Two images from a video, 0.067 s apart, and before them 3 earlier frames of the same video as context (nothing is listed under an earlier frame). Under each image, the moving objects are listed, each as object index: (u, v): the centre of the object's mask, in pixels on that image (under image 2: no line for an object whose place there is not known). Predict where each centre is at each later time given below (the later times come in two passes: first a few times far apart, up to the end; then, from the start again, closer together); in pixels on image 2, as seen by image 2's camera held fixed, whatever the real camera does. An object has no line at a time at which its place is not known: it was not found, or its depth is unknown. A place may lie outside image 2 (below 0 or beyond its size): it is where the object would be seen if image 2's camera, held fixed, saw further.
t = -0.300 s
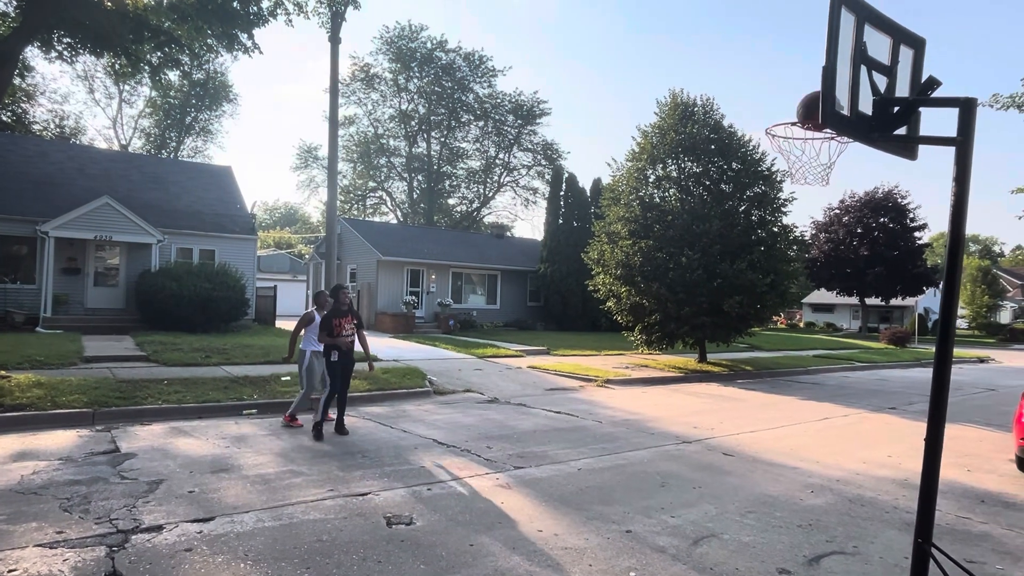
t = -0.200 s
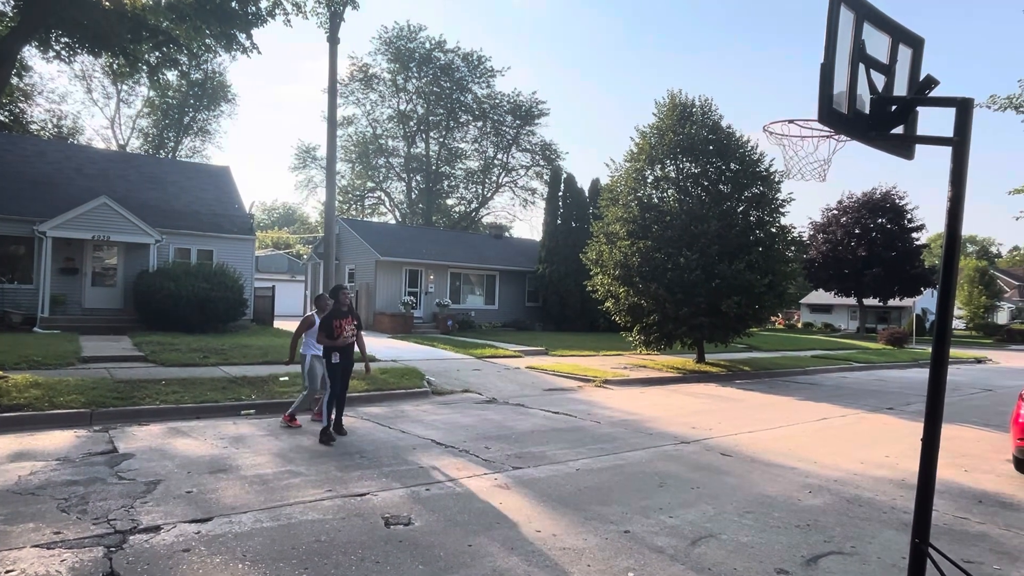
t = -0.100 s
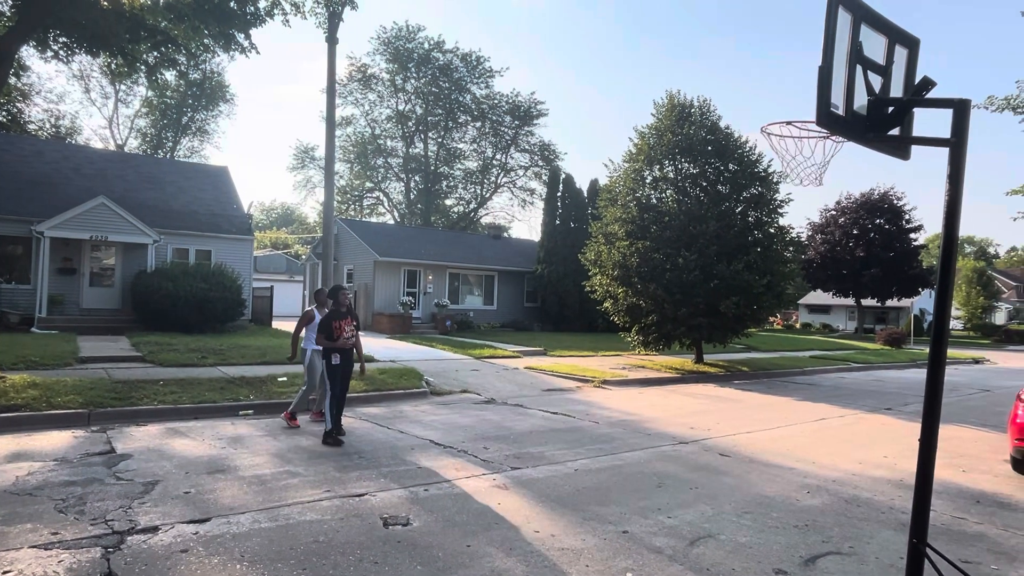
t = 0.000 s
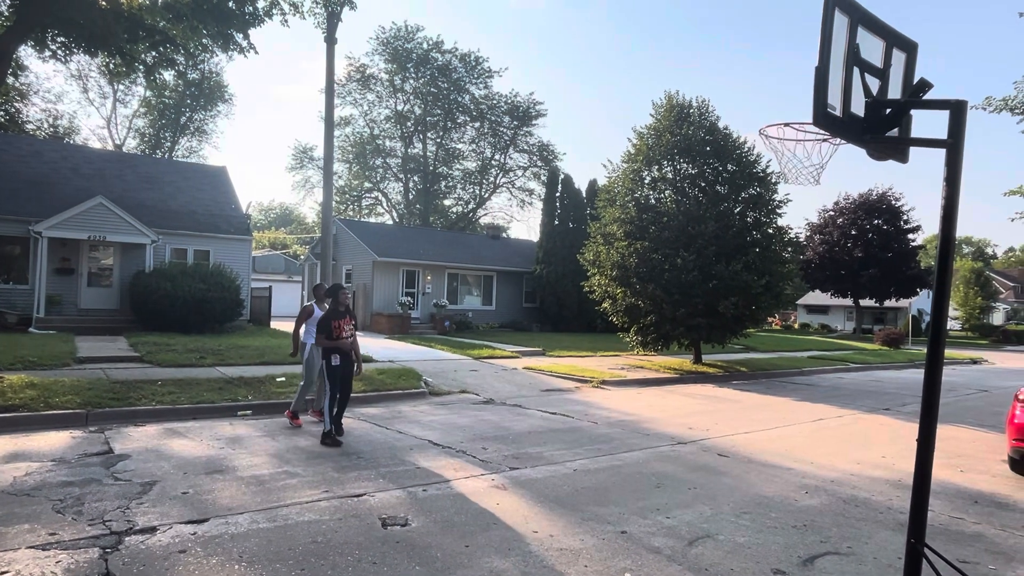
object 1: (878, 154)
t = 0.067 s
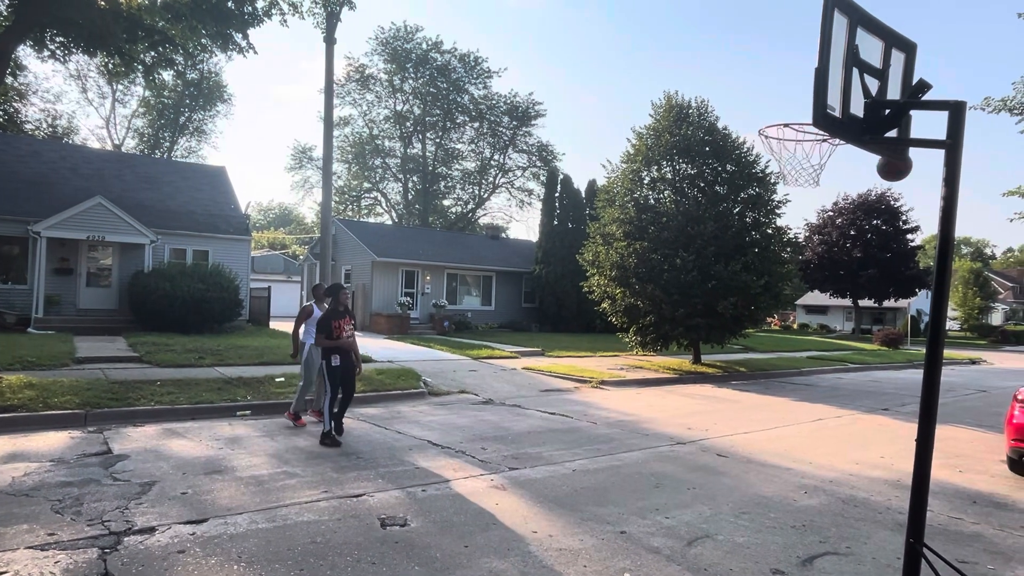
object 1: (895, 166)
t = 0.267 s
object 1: (924, 249)
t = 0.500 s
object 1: (953, 378)
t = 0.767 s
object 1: (982, 425)
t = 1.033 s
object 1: (1021, 336)
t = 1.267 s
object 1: (1047, 316)
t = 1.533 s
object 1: (1070, 346)
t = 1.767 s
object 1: (1040, 357)
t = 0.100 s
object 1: (900, 178)
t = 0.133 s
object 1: (905, 191)
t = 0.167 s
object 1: (910, 204)
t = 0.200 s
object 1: (915, 219)
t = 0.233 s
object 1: (920, 234)
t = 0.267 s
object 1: (924, 249)
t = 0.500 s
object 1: (953, 378)
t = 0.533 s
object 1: (956, 398)
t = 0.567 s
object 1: (958, 419)
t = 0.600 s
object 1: (961, 440)
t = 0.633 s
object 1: (964, 462)
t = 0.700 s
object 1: (973, 461)
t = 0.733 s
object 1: (978, 443)
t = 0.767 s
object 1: (982, 425)
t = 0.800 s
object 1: (987, 409)
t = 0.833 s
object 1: (991, 395)
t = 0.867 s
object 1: (996, 382)
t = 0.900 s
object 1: (1002, 371)
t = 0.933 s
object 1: (1006, 360)
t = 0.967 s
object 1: (1009, 350)
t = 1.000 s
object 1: (1016, 343)
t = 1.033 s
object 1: (1021, 336)
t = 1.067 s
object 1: (1024, 331)
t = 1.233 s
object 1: (1040, 316)
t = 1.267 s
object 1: (1047, 316)
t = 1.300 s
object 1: (1047, 317)
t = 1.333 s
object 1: (1051, 319)
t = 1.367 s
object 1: (1054, 321)
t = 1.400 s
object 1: (1060, 325)
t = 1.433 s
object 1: (1063, 329)
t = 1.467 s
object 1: (1067, 334)
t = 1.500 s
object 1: (1070, 340)
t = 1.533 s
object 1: (1070, 346)
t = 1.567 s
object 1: (1072, 349)
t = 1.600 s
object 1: (1068, 349)
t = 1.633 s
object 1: (1064, 350)
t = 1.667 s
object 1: (1060, 351)
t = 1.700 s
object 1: (1054, 352)
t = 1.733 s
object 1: (1049, 354)
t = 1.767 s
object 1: (1040, 357)
